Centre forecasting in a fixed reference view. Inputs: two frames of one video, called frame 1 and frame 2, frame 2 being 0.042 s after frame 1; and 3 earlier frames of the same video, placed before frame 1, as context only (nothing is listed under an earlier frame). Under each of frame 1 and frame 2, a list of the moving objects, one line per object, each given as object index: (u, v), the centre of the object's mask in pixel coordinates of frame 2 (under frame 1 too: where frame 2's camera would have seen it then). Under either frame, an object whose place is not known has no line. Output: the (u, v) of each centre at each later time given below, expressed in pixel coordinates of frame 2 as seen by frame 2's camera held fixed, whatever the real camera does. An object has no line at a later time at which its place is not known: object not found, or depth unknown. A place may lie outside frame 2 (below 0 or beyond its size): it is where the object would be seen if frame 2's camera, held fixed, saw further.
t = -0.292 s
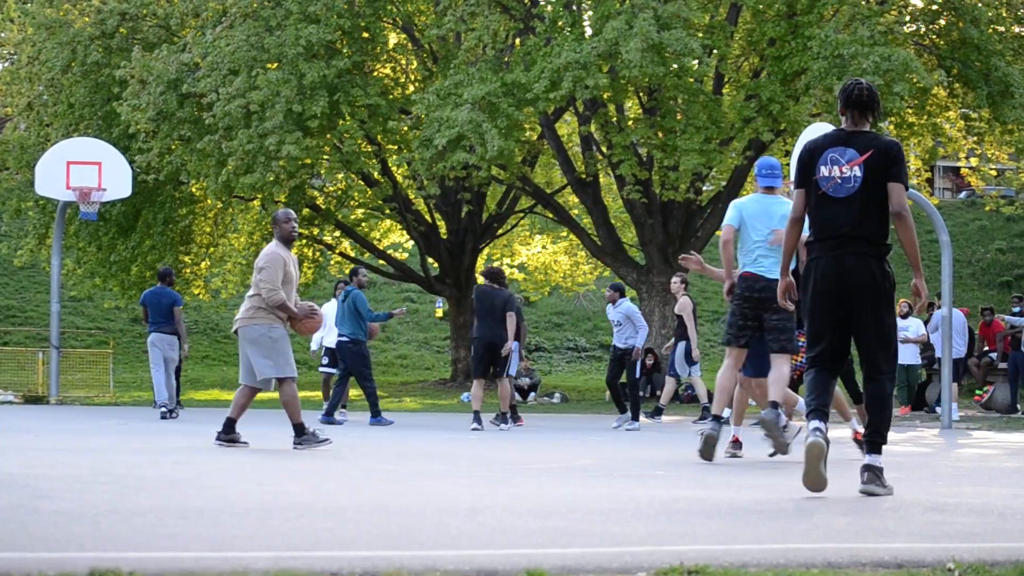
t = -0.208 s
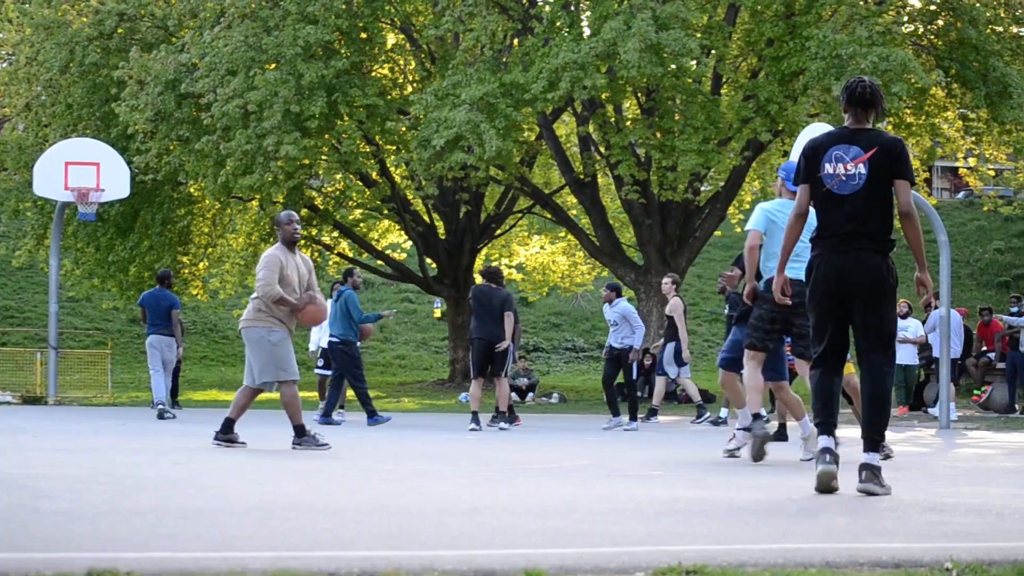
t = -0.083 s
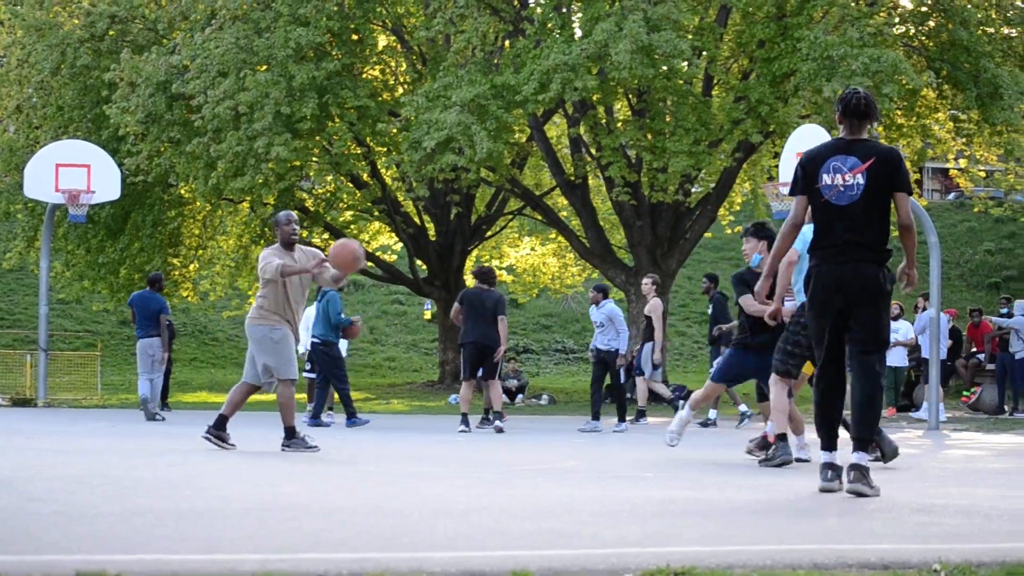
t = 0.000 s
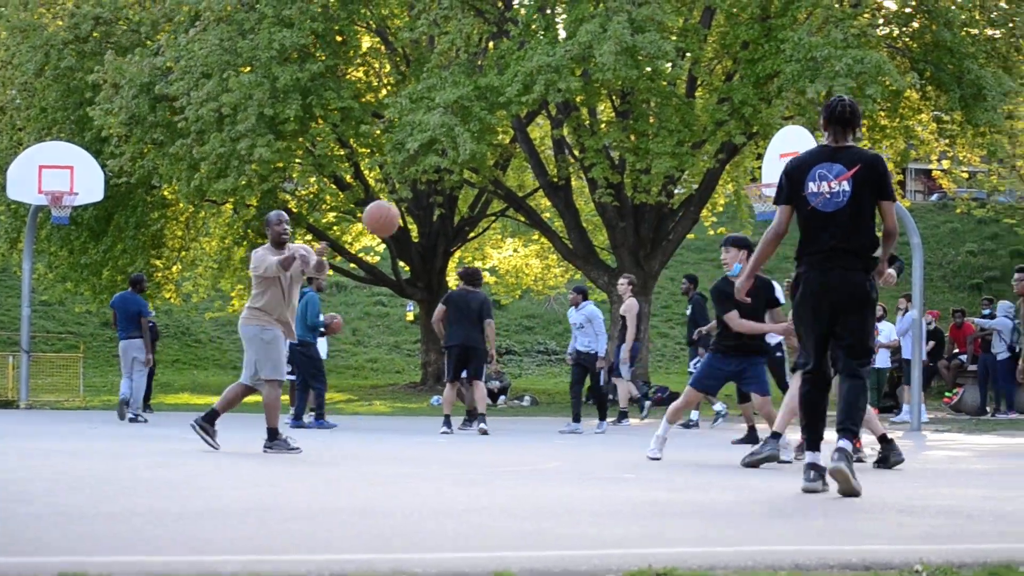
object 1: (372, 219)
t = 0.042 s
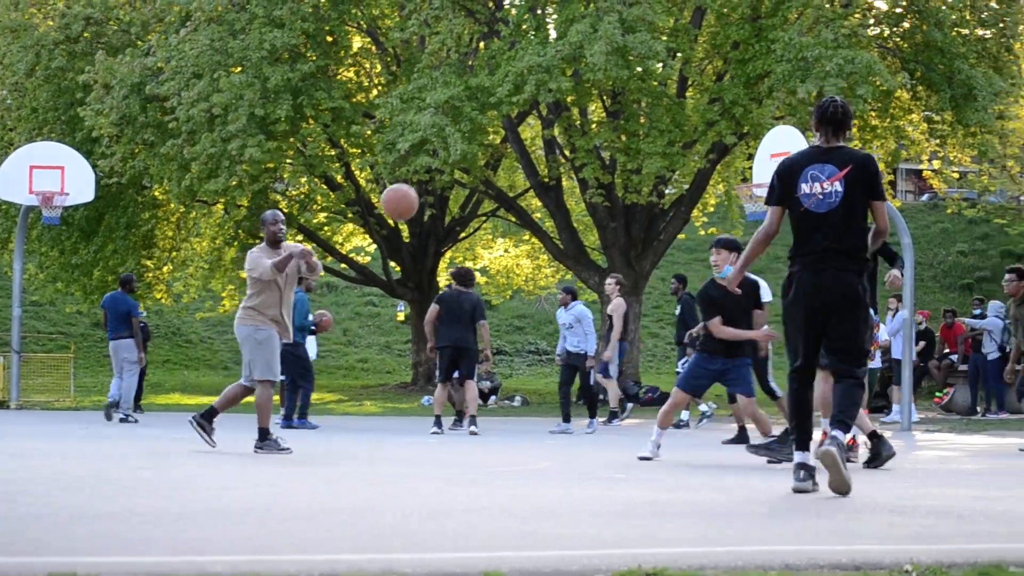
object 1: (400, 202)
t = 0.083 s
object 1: (428, 187)
